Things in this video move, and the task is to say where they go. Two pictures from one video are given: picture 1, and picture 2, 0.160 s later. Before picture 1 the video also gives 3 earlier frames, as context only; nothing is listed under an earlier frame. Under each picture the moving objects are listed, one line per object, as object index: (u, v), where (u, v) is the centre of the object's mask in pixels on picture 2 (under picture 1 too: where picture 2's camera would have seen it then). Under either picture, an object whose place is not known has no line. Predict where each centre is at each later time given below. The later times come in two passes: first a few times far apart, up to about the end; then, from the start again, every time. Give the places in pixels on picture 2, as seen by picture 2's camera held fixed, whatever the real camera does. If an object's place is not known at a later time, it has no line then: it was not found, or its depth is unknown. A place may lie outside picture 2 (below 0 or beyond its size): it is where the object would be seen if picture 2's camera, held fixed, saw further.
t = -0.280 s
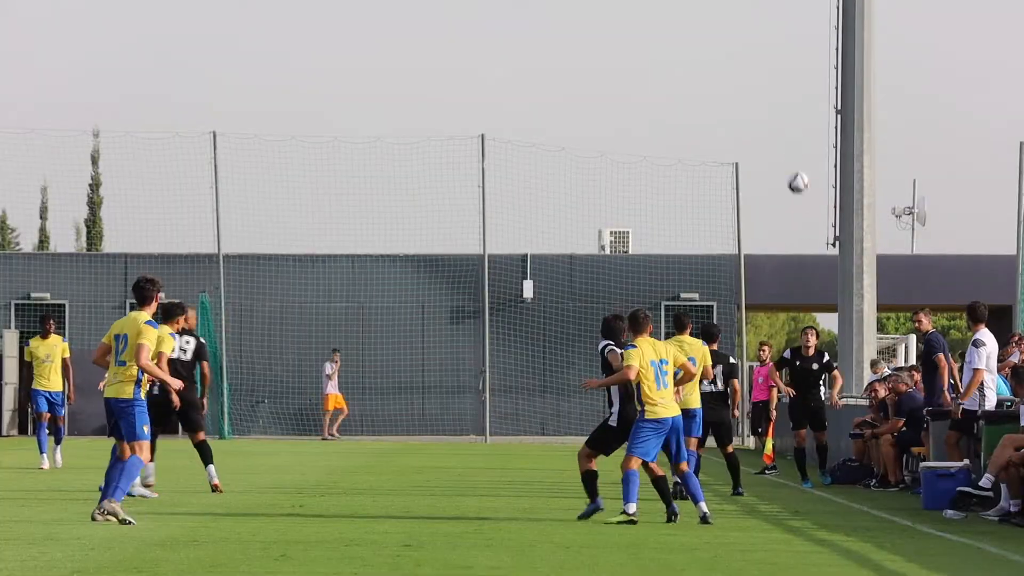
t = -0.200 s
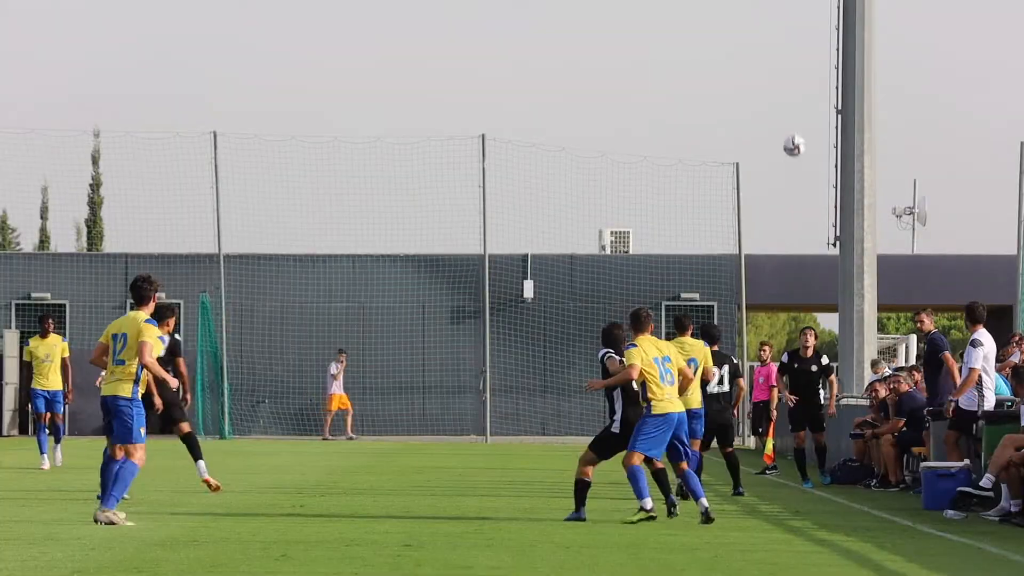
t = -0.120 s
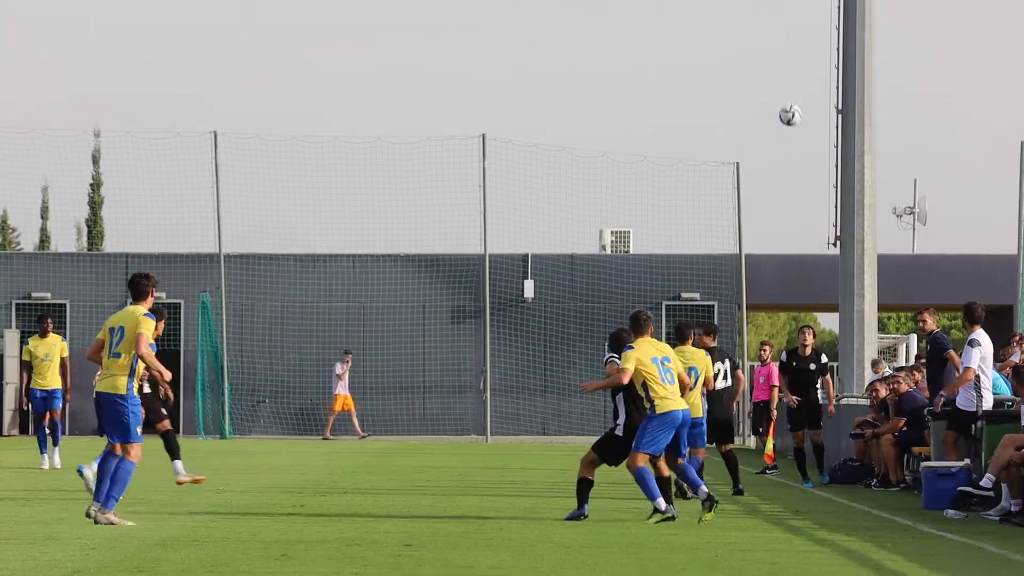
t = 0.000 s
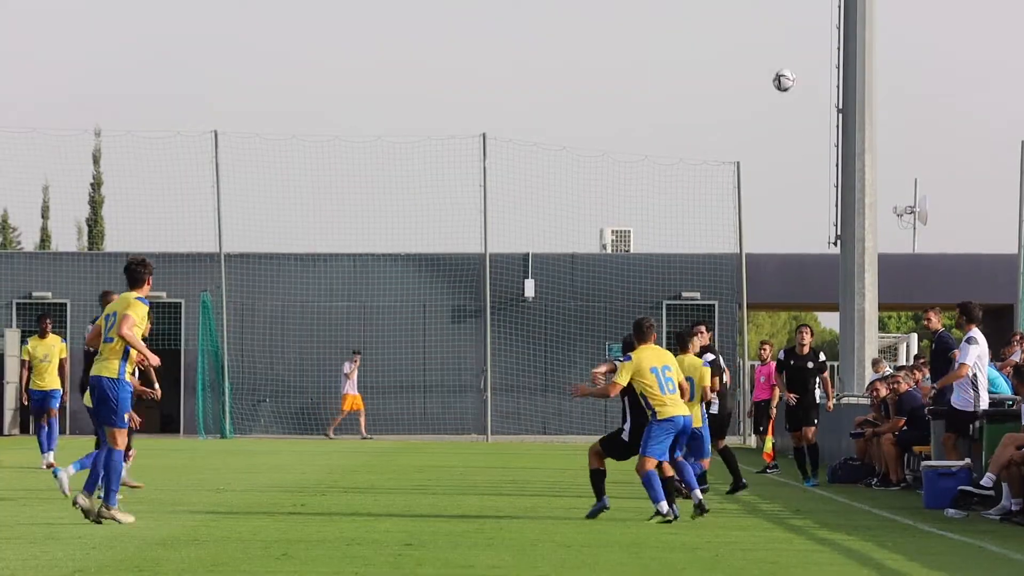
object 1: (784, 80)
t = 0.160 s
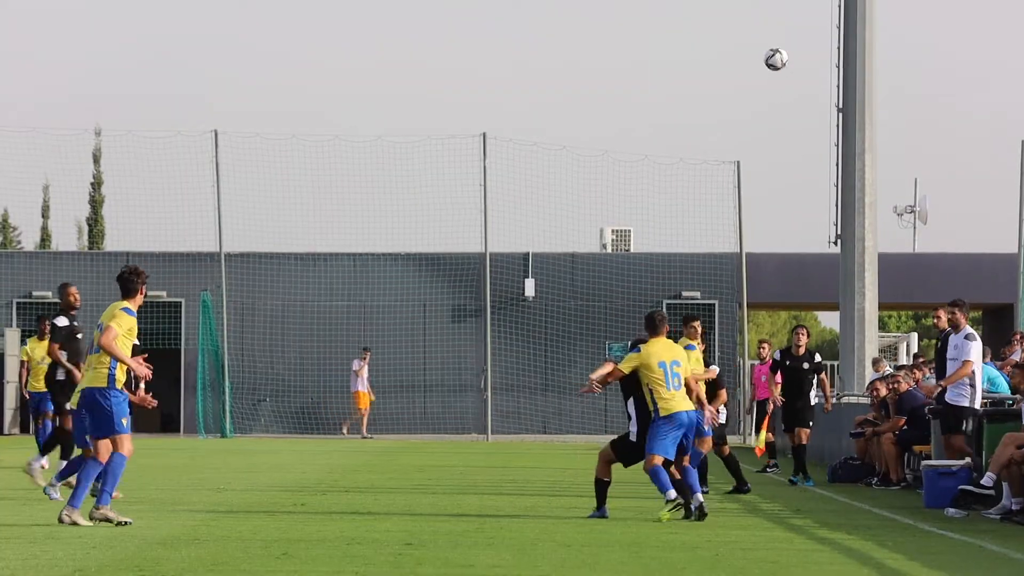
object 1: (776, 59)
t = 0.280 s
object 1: (769, 62)
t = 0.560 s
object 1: (758, 142)
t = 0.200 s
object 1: (774, 58)
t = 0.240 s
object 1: (771, 59)
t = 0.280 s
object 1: (769, 62)
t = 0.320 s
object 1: (768, 67)
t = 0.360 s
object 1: (766, 75)
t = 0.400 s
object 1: (764, 84)
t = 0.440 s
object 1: (762, 95)
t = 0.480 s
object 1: (760, 109)
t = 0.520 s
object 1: (759, 124)
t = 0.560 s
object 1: (758, 142)
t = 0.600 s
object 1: (756, 164)
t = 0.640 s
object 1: (754, 185)
